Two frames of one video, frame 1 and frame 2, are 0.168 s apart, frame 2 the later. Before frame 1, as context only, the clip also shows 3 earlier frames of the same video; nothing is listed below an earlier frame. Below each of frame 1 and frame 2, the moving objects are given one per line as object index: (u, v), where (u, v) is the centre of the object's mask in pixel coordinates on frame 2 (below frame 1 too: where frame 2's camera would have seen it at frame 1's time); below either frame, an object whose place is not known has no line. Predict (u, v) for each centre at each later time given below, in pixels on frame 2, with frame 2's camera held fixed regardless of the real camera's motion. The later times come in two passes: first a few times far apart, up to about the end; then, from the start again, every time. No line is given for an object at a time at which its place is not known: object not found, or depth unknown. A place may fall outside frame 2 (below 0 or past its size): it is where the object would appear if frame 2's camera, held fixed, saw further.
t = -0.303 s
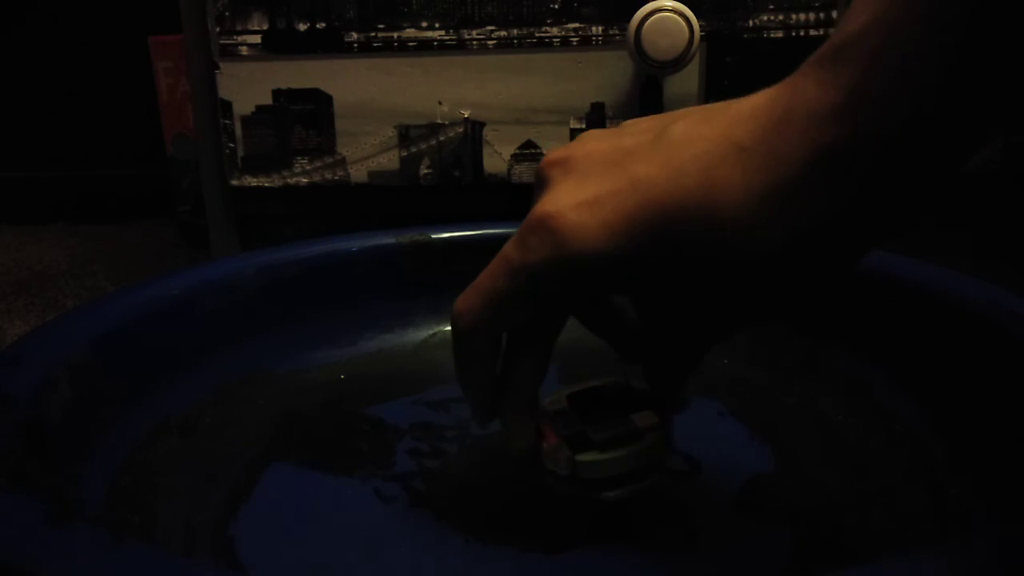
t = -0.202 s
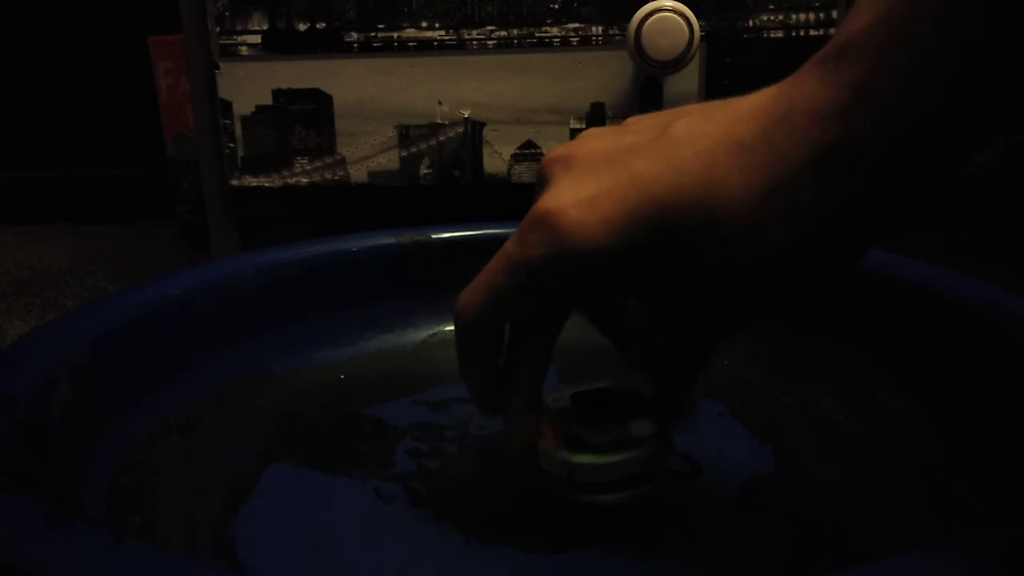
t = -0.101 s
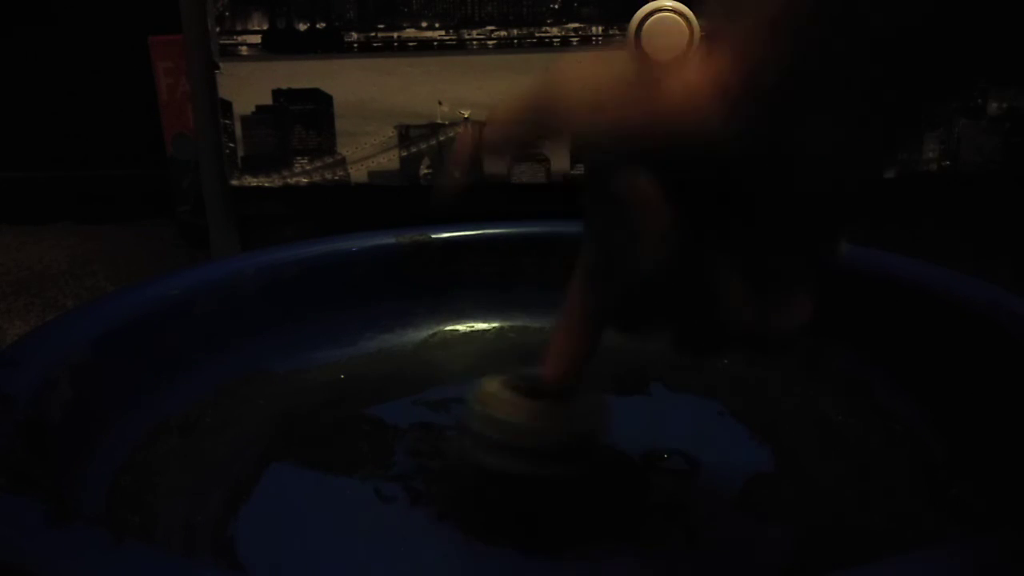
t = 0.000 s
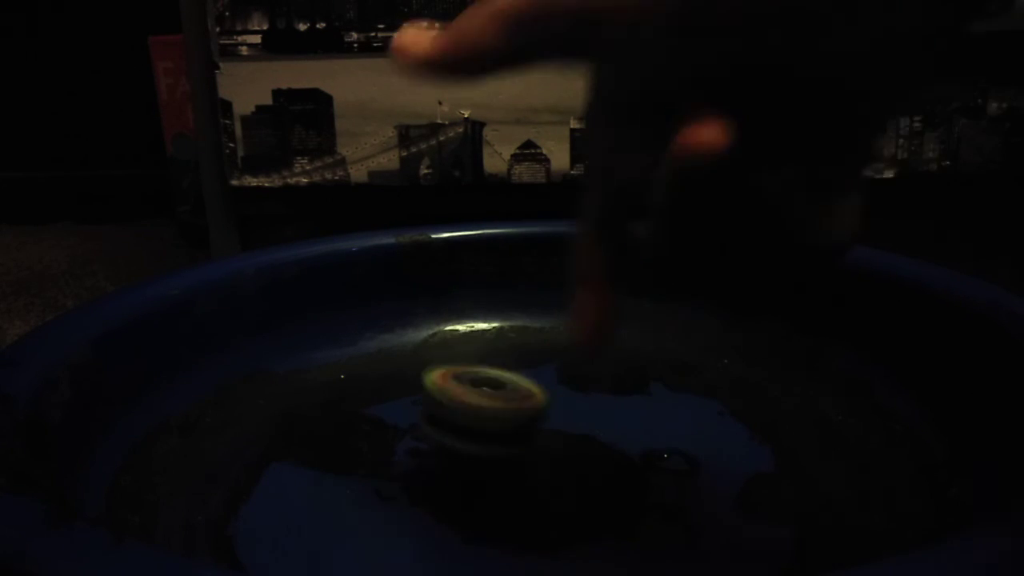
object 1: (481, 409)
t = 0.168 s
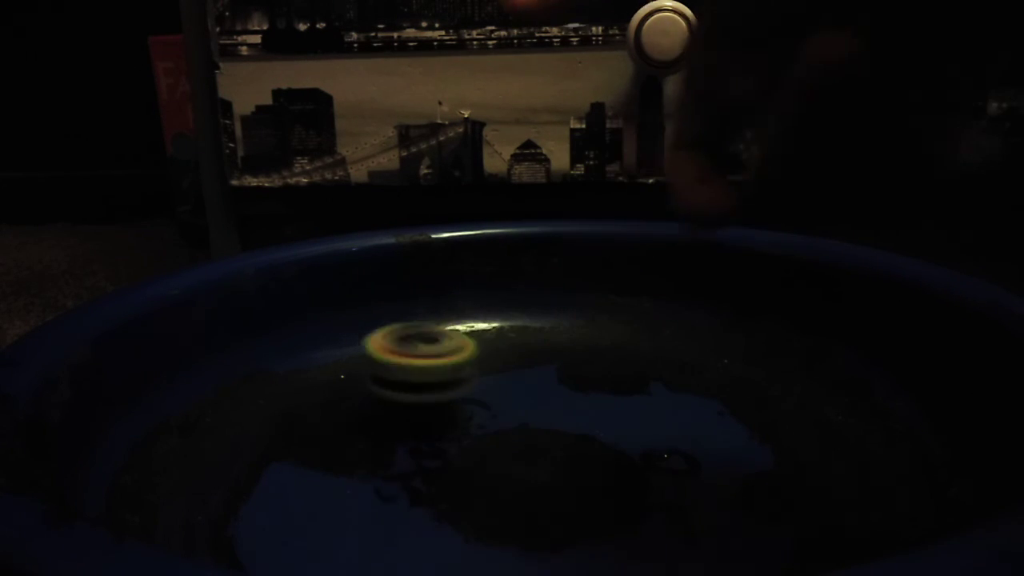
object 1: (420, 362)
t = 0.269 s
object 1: (381, 337)
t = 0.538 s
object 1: (330, 350)
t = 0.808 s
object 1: (448, 381)
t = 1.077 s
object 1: (642, 415)
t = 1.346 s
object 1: (770, 393)
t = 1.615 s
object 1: (730, 381)
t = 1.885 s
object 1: (573, 391)
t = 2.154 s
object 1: (436, 423)
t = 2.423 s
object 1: (367, 440)
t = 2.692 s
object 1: (372, 437)
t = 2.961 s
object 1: (451, 424)
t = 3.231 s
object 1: (557, 405)
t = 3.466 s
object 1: (648, 393)
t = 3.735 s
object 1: (684, 382)
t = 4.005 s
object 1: (625, 388)
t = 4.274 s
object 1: (520, 413)
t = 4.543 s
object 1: (433, 428)
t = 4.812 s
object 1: (392, 428)
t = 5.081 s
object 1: (423, 423)
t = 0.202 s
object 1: (407, 353)
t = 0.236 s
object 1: (394, 345)
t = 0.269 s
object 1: (381, 337)
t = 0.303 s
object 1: (369, 332)
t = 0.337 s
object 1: (359, 328)
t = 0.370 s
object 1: (348, 326)
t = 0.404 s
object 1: (340, 326)
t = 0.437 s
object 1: (331, 330)
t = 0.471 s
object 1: (324, 340)
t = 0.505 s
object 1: (325, 345)
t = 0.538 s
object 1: (330, 350)
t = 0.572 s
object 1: (338, 354)
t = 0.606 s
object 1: (349, 358)
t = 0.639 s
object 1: (364, 362)
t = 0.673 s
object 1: (377, 365)
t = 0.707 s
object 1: (394, 369)
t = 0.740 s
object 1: (410, 373)
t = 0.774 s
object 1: (428, 378)
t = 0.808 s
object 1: (448, 381)
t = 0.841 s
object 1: (467, 386)
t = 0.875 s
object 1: (488, 390)
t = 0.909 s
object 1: (509, 395)
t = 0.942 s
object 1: (531, 400)
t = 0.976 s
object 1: (556, 405)
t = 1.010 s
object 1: (583, 410)
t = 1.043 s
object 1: (614, 414)
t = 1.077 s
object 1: (642, 415)
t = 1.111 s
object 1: (669, 415)
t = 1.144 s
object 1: (696, 411)
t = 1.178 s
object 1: (718, 409)
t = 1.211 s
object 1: (734, 405)
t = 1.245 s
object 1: (747, 402)
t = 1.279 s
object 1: (757, 399)
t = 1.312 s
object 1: (766, 395)
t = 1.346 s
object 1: (770, 393)
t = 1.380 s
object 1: (773, 391)
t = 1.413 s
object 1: (774, 389)
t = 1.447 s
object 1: (772, 387)
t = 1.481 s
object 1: (768, 385)
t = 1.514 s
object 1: (763, 383)
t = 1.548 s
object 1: (754, 382)
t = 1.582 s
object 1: (743, 381)
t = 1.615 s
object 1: (730, 381)
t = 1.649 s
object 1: (715, 381)
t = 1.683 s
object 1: (700, 382)
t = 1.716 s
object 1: (680, 382)
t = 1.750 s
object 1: (661, 383)
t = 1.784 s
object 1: (640, 385)
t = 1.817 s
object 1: (619, 387)
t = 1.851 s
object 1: (596, 389)
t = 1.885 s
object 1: (573, 391)
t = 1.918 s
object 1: (552, 395)
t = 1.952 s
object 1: (534, 397)
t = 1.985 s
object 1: (514, 403)
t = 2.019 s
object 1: (496, 406)
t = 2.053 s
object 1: (481, 410)
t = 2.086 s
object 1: (467, 415)
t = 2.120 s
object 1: (452, 419)
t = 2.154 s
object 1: (436, 423)
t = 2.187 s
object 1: (424, 426)
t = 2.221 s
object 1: (413, 429)
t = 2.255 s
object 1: (404, 431)
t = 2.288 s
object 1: (395, 434)
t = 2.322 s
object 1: (386, 434)
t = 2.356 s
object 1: (379, 436)
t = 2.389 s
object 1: (372, 438)
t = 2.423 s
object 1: (367, 440)
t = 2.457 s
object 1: (364, 439)
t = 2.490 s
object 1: (362, 439)
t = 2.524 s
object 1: (360, 441)
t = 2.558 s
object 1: (360, 439)
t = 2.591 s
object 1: (361, 440)
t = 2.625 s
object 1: (364, 439)
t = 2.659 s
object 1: (368, 439)
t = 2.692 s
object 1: (372, 437)
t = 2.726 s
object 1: (380, 436)
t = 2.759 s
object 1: (386, 435)
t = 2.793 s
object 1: (395, 434)
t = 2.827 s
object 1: (405, 432)
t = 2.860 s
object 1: (415, 430)
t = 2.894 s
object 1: (427, 428)
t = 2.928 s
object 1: (438, 426)
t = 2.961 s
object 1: (451, 424)
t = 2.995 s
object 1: (465, 420)
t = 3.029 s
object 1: (478, 417)
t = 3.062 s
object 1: (490, 415)
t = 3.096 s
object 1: (502, 413)
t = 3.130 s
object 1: (517, 411)
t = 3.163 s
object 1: (531, 408)
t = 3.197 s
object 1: (546, 407)
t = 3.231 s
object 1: (557, 405)
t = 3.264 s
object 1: (572, 403)
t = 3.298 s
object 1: (587, 402)
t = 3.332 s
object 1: (600, 401)
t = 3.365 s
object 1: (613, 399)
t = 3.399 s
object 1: (626, 396)
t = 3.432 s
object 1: (639, 394)
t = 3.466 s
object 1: (648, 393)
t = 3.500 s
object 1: (657, 390)
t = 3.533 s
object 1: (665, 389)
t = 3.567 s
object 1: (674, 387)
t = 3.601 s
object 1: (678, 385)
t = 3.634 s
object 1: (682, 385)
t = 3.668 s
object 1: (684, 383)
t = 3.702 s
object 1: (686, 383)
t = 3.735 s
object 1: (684, 382)
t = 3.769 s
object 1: (683, 381)
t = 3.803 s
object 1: (678, 382)
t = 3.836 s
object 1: (674, 381)
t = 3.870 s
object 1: (667, 381)
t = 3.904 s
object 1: (657, 383)
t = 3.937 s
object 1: (647, 385)
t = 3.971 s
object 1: (636, 386)
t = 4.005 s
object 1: (625, 388)
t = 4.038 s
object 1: (612, 392)
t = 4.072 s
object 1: (599, 393)
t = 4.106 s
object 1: (585, 395)
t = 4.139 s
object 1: (571, 399)
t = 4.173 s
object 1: (559, 402)
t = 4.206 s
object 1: (546, 404)
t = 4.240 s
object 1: (532, 409)
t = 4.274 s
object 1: (520, 413)
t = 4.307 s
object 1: (508, 414)
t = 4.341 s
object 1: (496, 418)
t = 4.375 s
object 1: (485, 421)
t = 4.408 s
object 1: (475, 420)
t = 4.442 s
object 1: (463, 425)
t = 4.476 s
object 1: (453, 425)
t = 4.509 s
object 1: (445, 425)
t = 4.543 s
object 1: (433, 428)
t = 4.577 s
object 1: (426, 428)
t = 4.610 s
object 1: (419, 429)
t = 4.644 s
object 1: (411, 430)
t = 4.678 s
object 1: (406, 429)
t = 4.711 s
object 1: (401, 429)
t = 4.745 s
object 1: (397, 429)
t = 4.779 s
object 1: (395, 428)
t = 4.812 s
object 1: (392, 428)
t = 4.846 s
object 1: (392, 427)
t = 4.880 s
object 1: (392, 427)
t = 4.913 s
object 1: (394, 426)
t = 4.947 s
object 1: (396, 425)
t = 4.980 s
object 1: (402, 426)
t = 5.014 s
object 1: (406, 425)
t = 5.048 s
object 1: (415, 423)
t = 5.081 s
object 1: (423, 423)
